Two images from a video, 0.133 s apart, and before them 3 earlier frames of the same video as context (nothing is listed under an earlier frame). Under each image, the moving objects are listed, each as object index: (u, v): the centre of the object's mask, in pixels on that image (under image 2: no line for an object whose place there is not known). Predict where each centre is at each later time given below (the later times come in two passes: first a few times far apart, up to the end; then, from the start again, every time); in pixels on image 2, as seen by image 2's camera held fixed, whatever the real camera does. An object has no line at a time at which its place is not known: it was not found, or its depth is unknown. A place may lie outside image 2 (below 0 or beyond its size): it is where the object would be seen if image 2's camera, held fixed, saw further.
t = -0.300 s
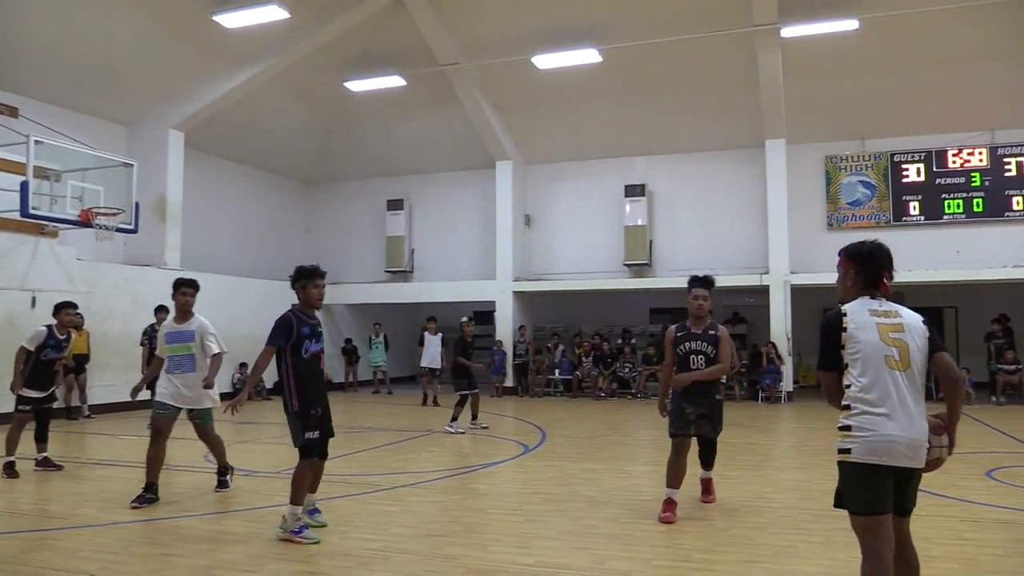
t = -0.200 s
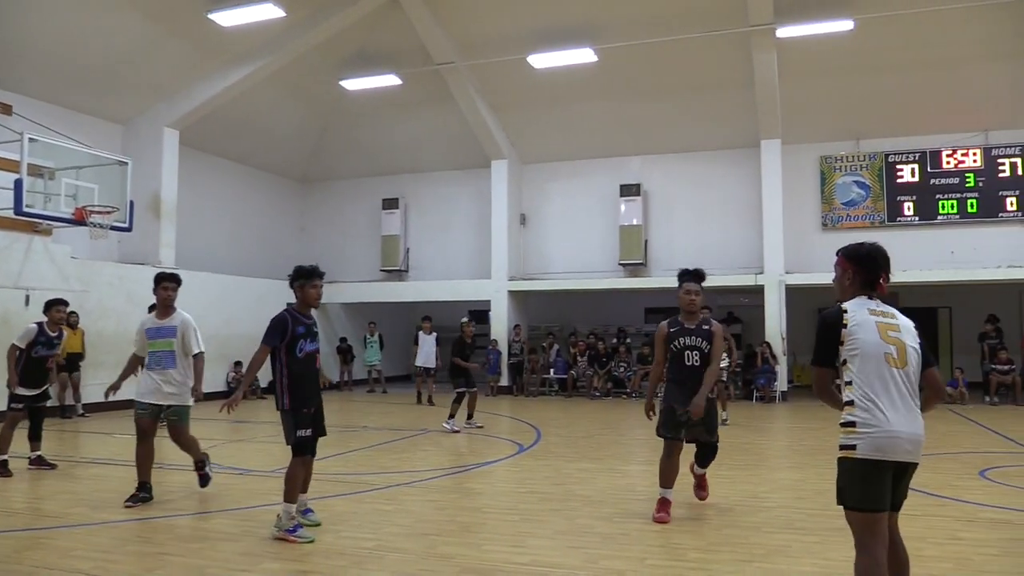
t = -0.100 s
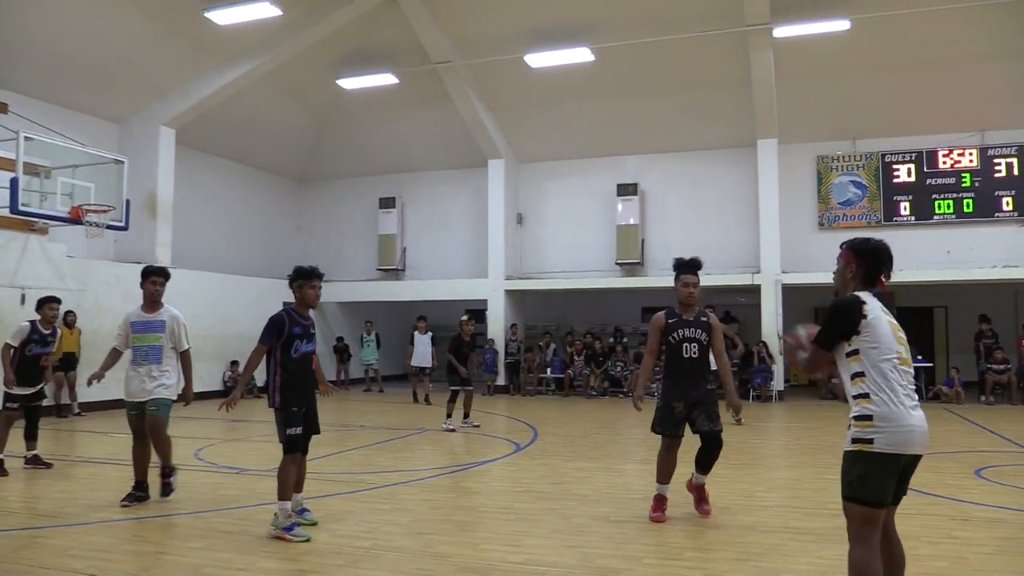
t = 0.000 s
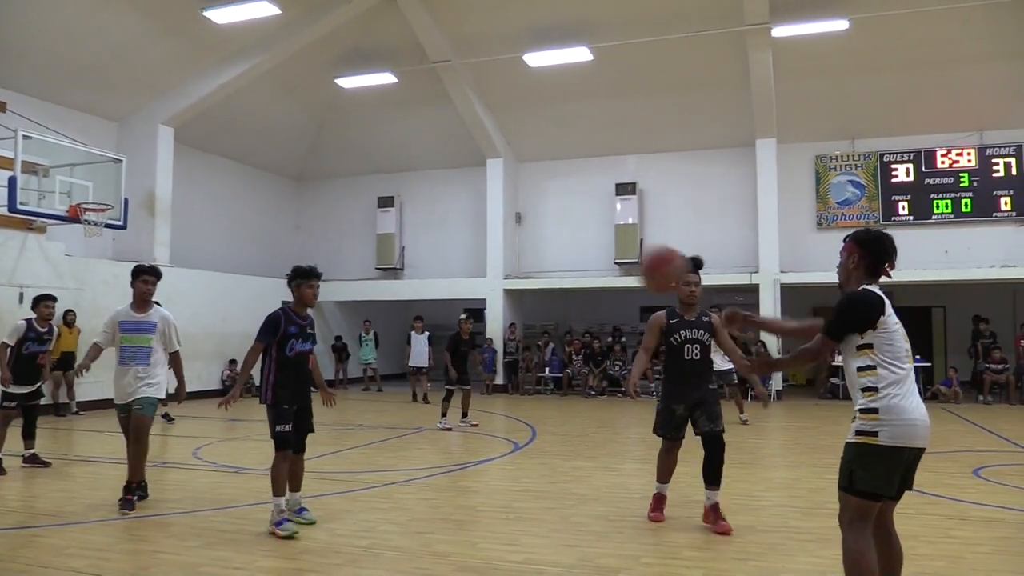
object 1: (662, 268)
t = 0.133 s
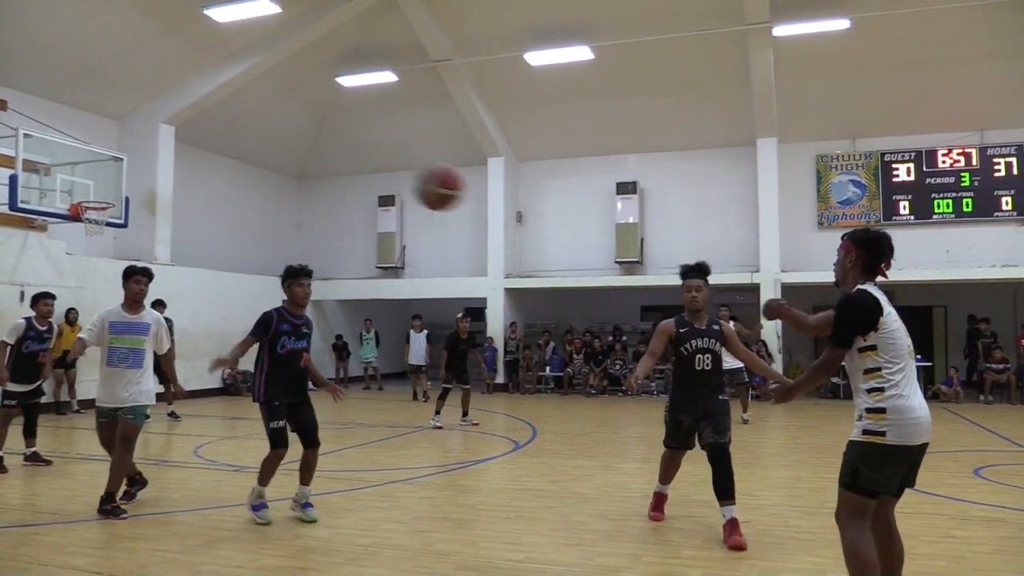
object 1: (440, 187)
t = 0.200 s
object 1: (333, 162)
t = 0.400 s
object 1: (42, 133)
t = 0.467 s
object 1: (-49, 140)
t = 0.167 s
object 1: (386, 174)
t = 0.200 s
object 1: (333, 162)
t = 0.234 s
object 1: (282, 152)
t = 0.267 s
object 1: (232, 145)
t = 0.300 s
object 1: (183, 140)
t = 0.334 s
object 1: (134, 136)
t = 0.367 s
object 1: (88, 133)
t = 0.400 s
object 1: (42, 133)
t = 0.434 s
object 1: (-4, 135)
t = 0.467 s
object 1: (-49, 140)
